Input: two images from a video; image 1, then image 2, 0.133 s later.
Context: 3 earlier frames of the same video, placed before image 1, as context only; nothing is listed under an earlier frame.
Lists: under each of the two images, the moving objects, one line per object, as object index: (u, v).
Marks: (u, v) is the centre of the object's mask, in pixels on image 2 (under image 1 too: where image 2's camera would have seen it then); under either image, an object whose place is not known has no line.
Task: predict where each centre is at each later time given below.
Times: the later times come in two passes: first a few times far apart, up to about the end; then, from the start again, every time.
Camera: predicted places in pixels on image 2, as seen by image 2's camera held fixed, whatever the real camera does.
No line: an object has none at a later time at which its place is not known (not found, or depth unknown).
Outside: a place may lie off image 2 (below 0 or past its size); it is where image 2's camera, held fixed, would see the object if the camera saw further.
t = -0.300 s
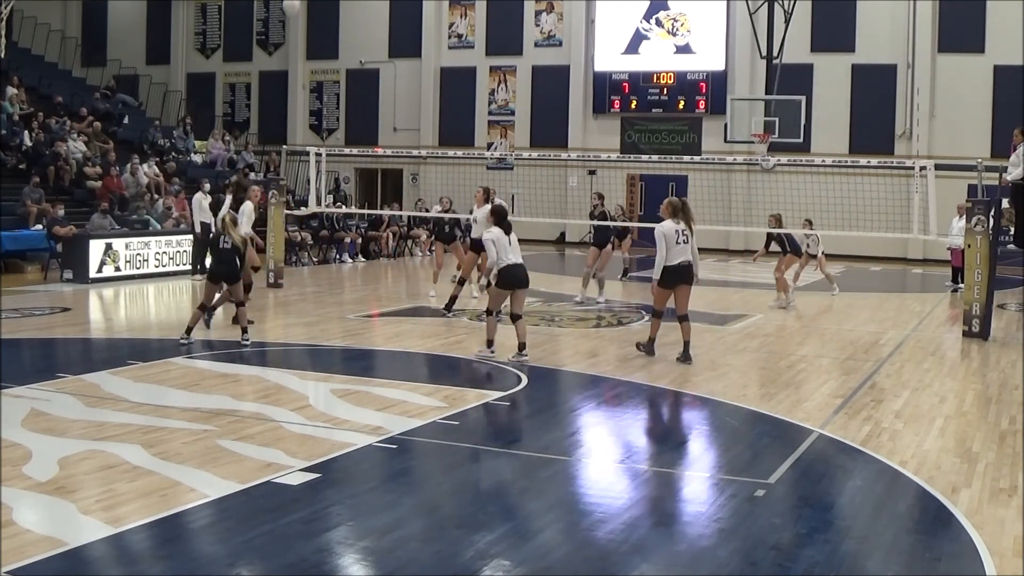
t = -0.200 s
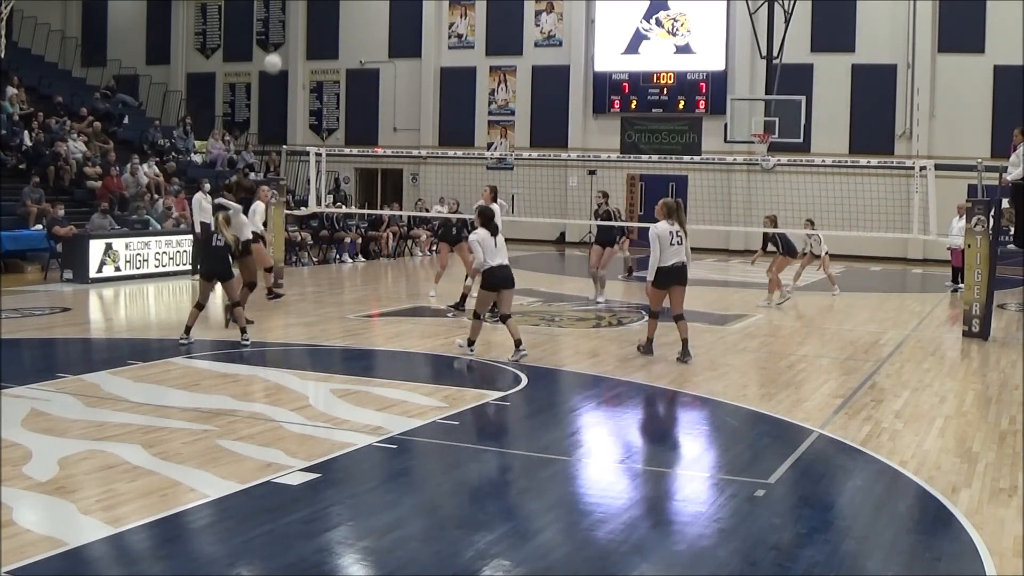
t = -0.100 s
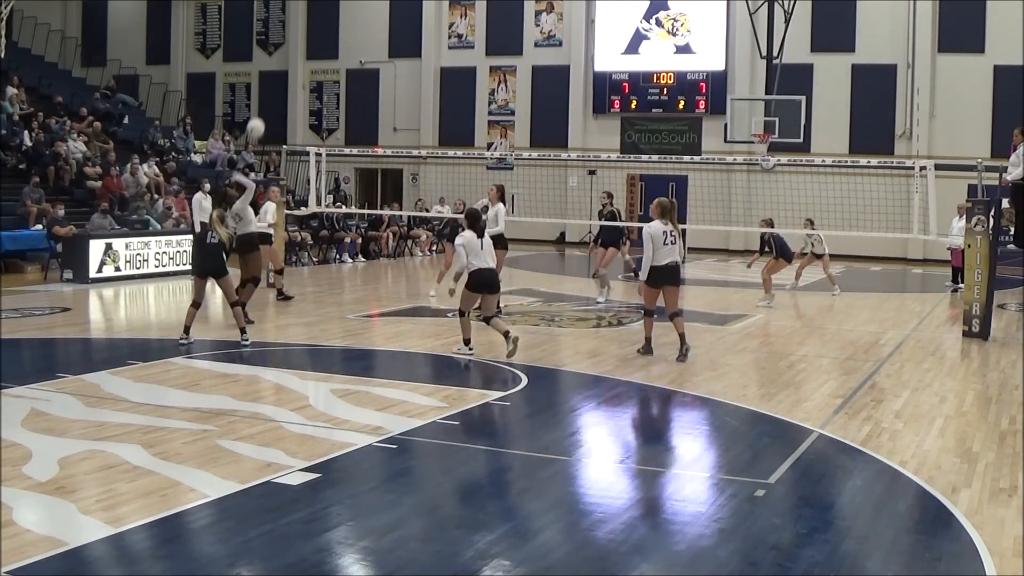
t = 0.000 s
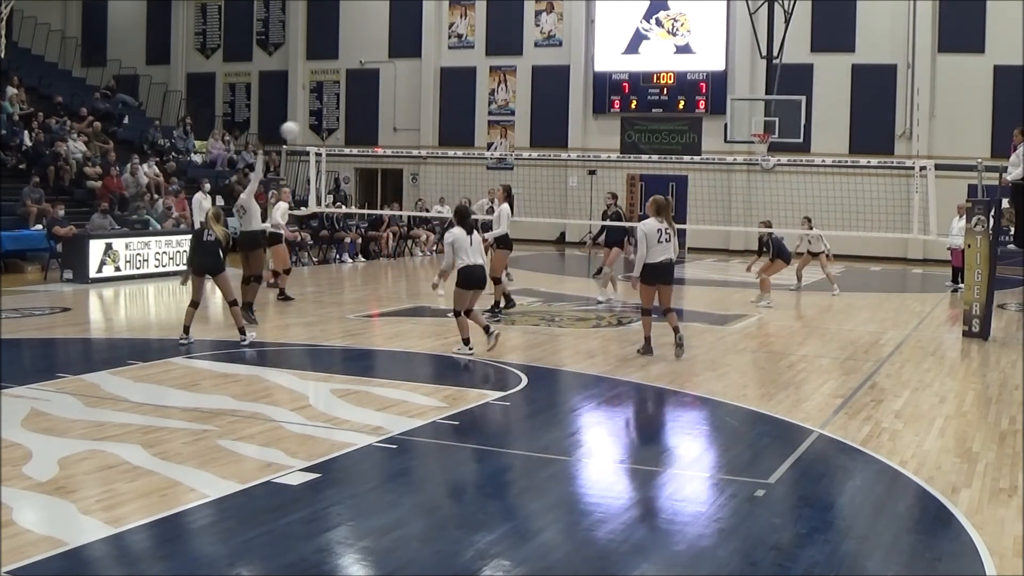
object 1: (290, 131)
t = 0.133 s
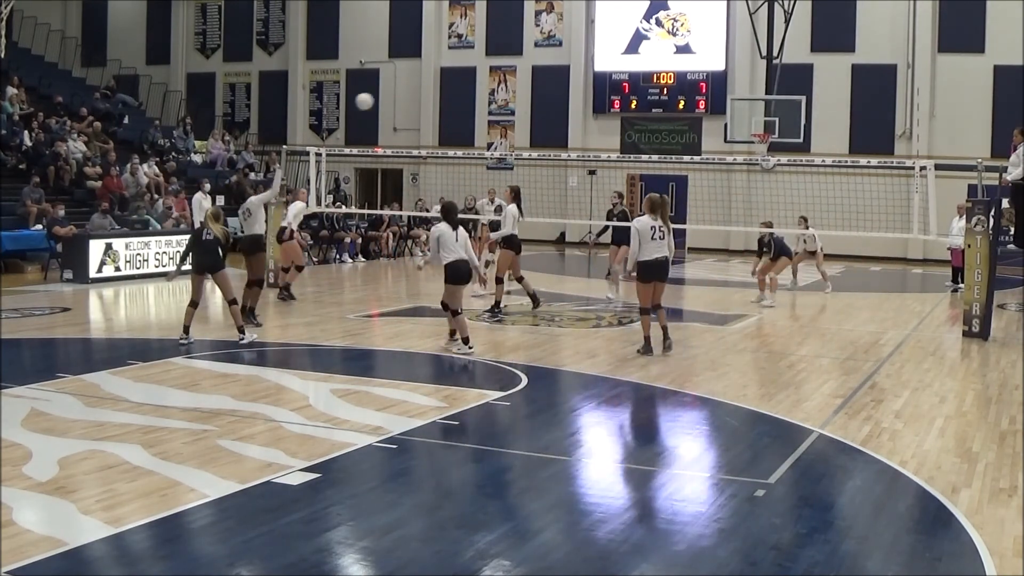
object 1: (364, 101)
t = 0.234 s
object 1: (416, 90)
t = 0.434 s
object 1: (504, 96)
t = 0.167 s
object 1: (381, 96)
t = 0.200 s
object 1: (399, 92)
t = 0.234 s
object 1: (416, 90)
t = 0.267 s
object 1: (432, 89)
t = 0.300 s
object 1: (447, 90)
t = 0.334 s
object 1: (461, 91)
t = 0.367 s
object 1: (475, 92)
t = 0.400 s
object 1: (490, 94)
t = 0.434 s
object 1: (504, 96)
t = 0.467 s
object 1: (517, 100)
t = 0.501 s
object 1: (532, 106)
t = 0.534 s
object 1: (543, 111)
